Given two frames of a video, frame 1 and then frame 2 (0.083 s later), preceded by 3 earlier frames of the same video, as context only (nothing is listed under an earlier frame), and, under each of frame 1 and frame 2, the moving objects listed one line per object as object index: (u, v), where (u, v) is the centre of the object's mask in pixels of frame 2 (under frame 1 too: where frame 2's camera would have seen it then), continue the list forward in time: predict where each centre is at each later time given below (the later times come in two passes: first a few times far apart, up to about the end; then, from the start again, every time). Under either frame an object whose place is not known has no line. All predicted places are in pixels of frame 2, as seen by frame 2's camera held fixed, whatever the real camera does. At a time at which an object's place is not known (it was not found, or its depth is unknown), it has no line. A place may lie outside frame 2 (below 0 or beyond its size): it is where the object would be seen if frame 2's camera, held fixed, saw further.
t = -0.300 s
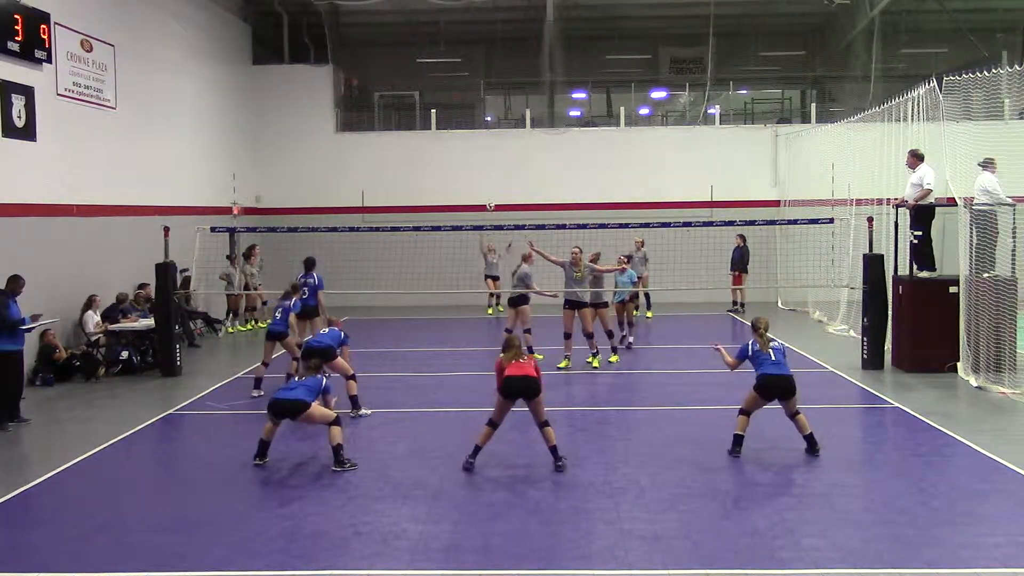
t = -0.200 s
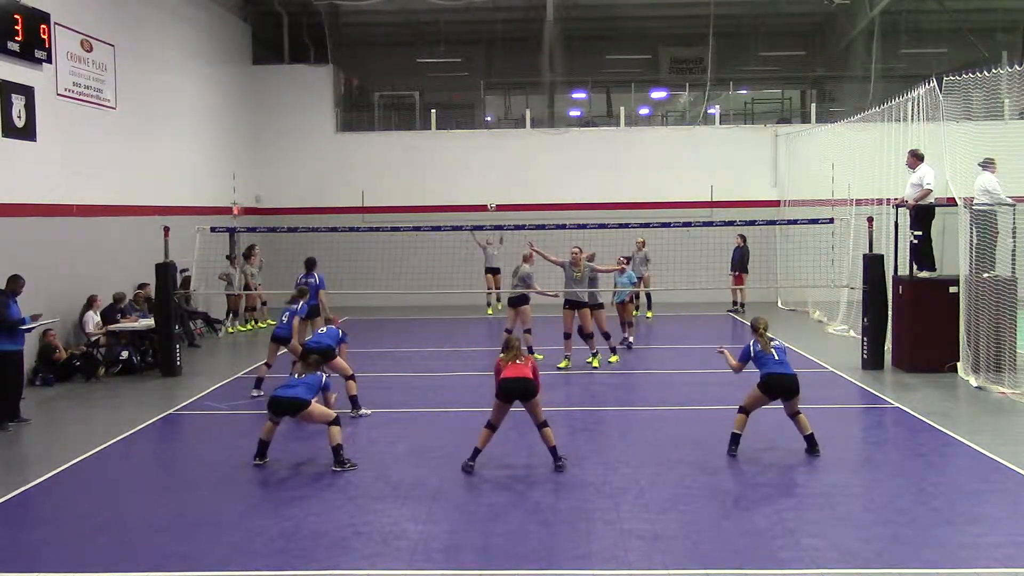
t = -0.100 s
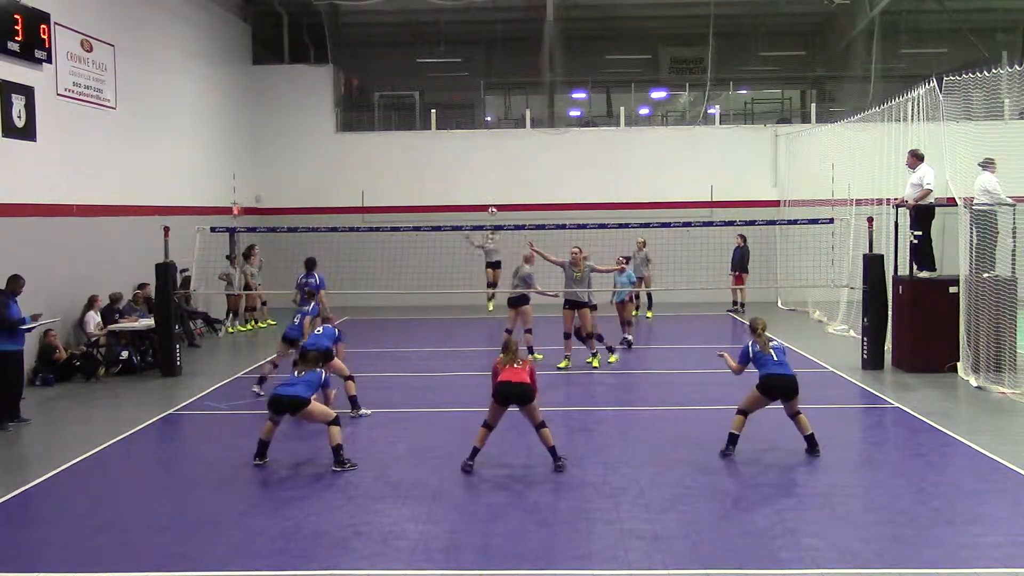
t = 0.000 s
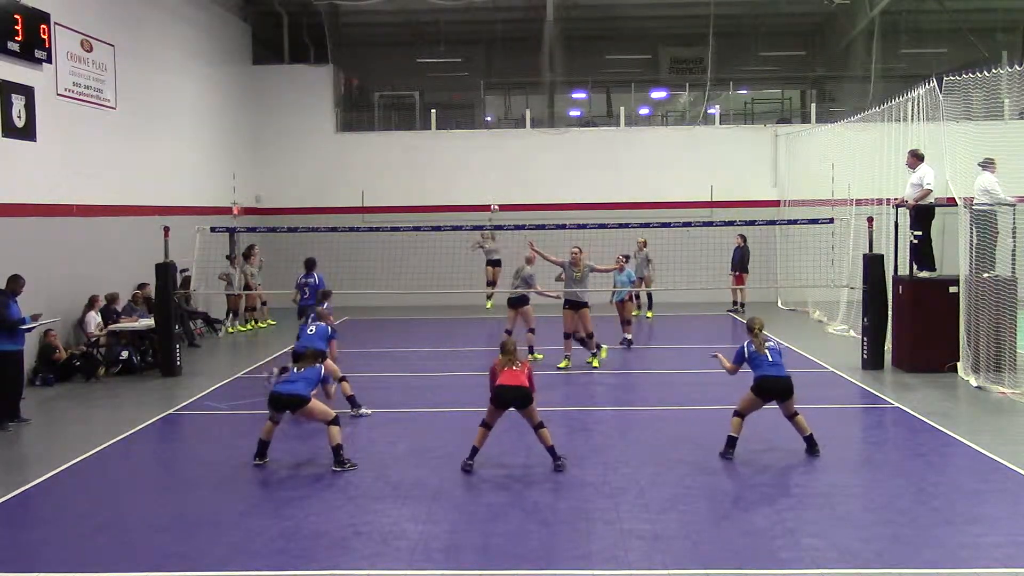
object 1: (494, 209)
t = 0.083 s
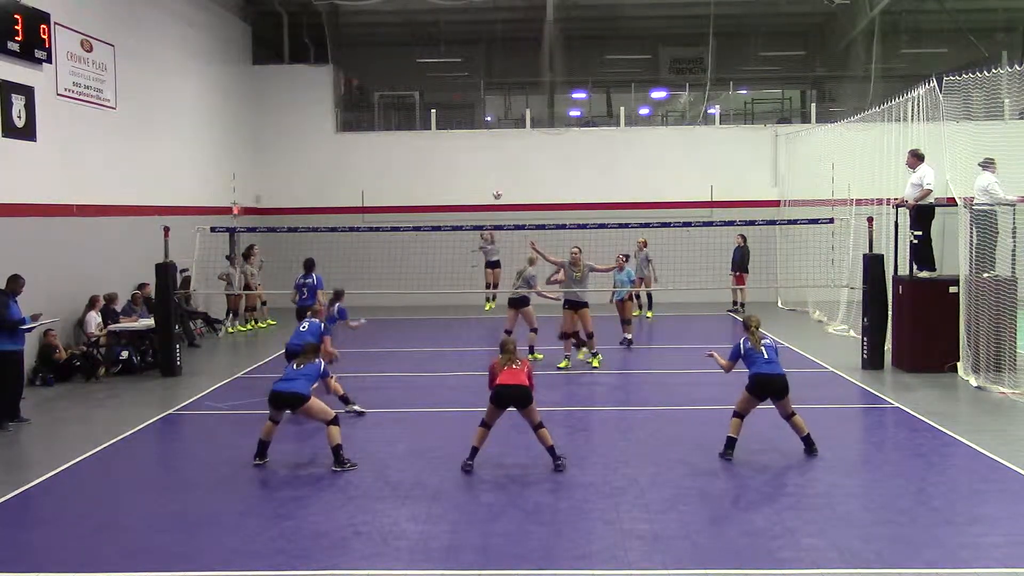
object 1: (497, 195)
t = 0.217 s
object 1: (500, 177)
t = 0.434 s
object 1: (502, 168)
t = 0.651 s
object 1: (504, 199)
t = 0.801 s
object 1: (510, 256)
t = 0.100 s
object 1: (497, 192)
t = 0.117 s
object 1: (498, 190)
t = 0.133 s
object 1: (499, 187)
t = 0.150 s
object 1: (499, 185)
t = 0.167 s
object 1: (499, 182)
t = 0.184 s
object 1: (500, 180)
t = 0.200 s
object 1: (500, 179)
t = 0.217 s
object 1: (500, 177)
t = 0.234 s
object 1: (500, 175)
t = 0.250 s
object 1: (501, 173)
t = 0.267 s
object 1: (501, 172)
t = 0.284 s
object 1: (501, 171)
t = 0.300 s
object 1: (501, 170)
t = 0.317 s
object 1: (501, 169)
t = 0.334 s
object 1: (501, 168)
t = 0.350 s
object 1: (502, 168)
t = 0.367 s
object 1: (502, 168)
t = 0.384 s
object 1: (502, 168)
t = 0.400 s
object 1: (502, 168)
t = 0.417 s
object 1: (502, 168)
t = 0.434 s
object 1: (502, 168)
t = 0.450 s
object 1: (502, 169)
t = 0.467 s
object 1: (502, 170)
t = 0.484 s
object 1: (502, 171)
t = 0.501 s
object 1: (502, 173)
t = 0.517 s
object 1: (502, 175)
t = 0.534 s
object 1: (502, 177)
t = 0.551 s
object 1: (502, 179)
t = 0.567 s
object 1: (503, 181)
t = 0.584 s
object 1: (503, 185)
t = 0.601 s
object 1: (503, 188)
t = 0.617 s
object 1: (503, 192)
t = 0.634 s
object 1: (504, 196)
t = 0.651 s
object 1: (504, 199)
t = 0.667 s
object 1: (504, 205)
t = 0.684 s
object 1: (505, 210)
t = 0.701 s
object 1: (505, 214)
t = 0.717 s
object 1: (506, 221)
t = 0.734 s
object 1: (506, 227)
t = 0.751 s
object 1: (508, 234)
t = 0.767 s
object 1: (508, 242)
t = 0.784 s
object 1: (509, 248)
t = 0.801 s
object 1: (510, 256)
